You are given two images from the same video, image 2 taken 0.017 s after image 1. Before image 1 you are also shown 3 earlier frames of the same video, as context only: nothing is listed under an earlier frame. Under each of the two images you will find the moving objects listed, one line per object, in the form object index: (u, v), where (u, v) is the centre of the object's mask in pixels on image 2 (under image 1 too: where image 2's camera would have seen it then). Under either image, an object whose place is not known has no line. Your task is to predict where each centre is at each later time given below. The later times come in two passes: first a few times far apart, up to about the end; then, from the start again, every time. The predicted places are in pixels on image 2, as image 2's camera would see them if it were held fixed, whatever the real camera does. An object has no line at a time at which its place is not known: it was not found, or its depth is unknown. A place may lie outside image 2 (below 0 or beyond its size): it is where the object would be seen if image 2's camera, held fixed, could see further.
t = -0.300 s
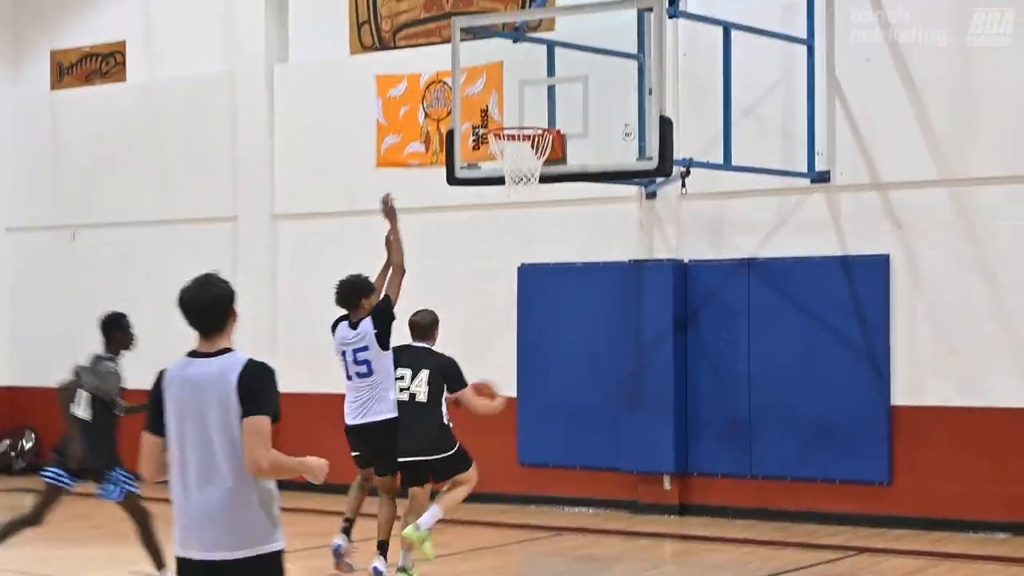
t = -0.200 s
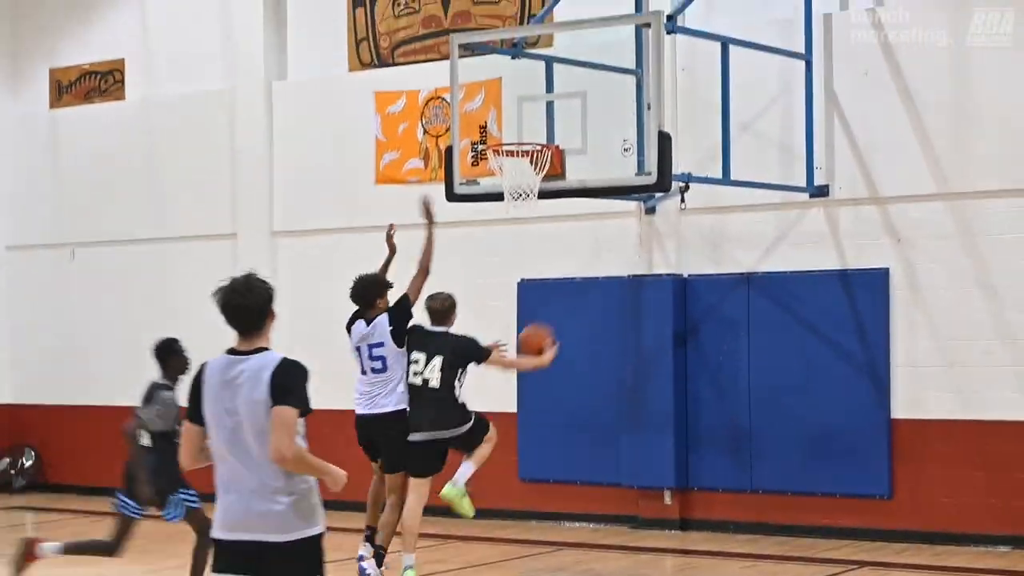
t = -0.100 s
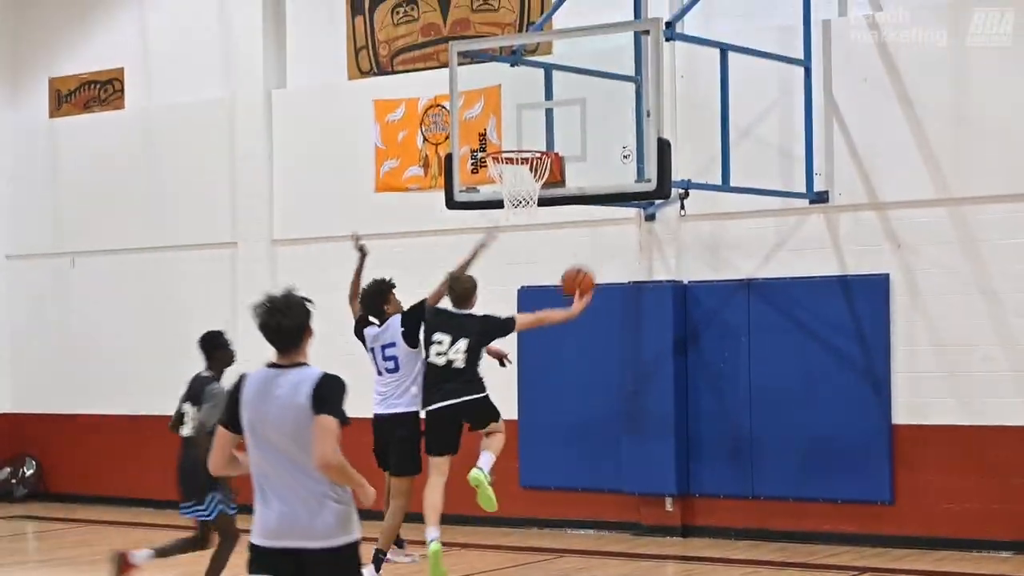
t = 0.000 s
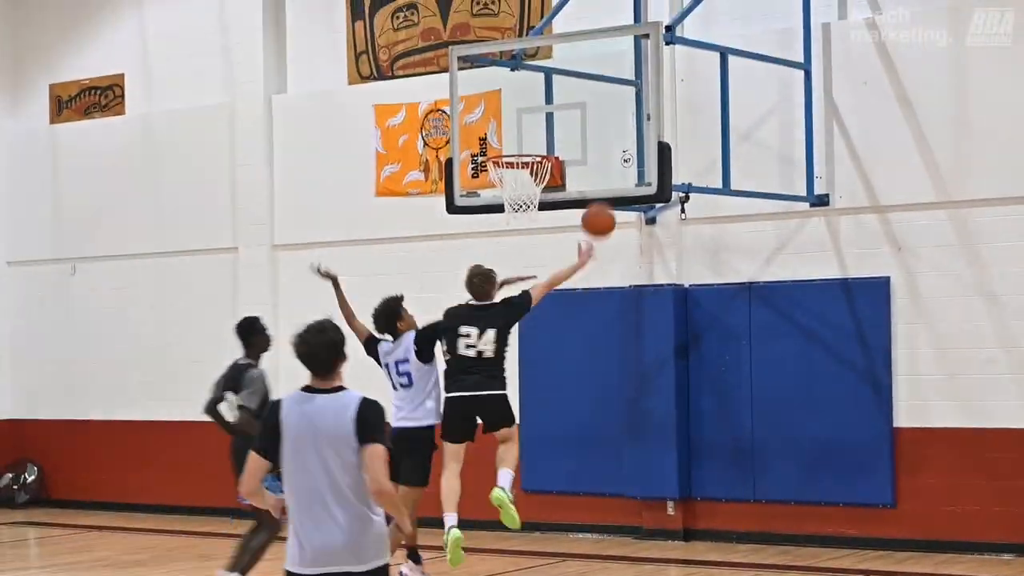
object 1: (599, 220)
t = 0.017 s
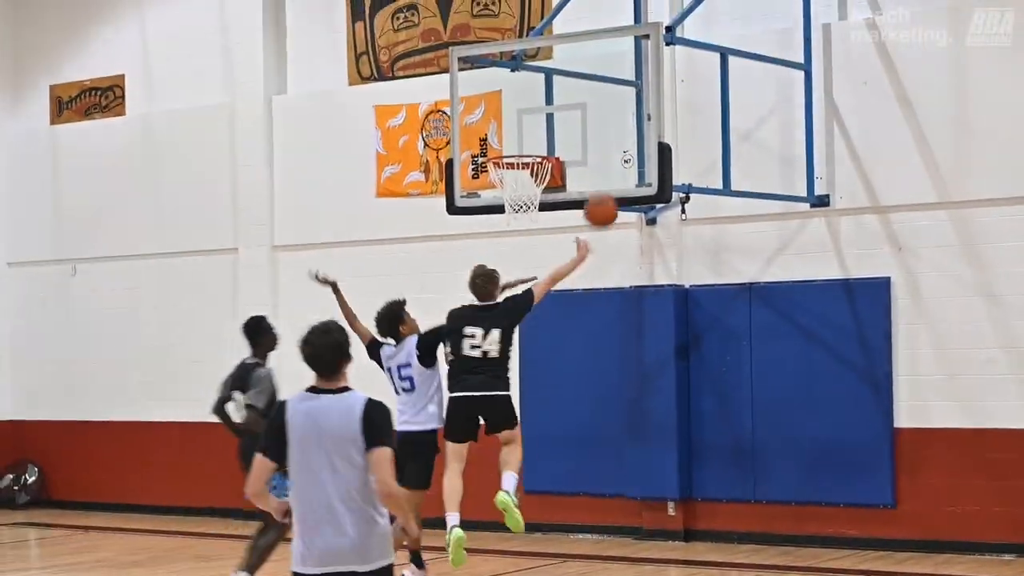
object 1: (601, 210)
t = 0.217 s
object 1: (622, 119)
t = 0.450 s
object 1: (585, 95)
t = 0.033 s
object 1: (603, 200)
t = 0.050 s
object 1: (604, 192)
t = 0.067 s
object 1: (606, 182)
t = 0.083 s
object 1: (608, 173)
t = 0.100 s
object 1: (610, 165)
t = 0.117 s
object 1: (612, 157)
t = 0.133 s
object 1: (613, 150)
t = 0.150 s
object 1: (615, 142)
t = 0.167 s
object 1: (617, 136)
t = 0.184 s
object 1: (619, 130)
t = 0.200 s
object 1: (621, 124)
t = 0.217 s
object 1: (622, 119)
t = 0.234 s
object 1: (624, 114)
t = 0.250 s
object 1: (624, 110)
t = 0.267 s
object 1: (622, 106)
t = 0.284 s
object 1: (618, 104)
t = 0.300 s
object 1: (615, 101)
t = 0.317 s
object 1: (612, 99)
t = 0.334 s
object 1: (608, 98)
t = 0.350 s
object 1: (605, 96)
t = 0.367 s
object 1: (602, 95)
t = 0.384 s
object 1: (598, 95)
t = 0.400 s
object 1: (595, 94)
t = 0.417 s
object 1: (592, 94)
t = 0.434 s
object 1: (588, 95)
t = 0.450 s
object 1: (585, 95)
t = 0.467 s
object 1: (582, 96)
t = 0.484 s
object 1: (579, 98)
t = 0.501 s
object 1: (576, 100)
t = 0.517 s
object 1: (572, 102)
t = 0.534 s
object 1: (569, 105)
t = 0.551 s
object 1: (566, 109)
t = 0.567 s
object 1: (563, 113)
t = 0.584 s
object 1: (560, 116)
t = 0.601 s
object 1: (556, 121)
